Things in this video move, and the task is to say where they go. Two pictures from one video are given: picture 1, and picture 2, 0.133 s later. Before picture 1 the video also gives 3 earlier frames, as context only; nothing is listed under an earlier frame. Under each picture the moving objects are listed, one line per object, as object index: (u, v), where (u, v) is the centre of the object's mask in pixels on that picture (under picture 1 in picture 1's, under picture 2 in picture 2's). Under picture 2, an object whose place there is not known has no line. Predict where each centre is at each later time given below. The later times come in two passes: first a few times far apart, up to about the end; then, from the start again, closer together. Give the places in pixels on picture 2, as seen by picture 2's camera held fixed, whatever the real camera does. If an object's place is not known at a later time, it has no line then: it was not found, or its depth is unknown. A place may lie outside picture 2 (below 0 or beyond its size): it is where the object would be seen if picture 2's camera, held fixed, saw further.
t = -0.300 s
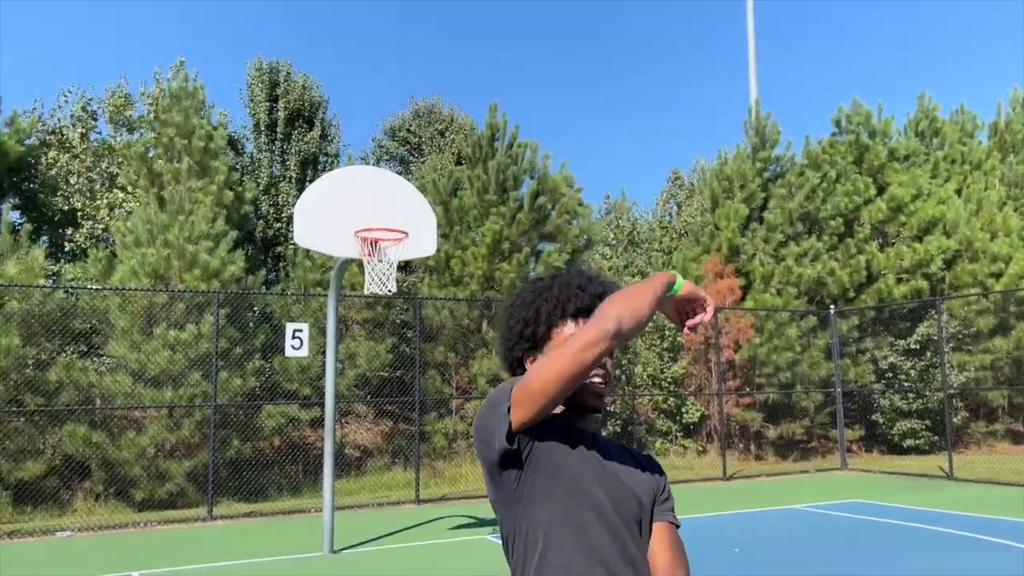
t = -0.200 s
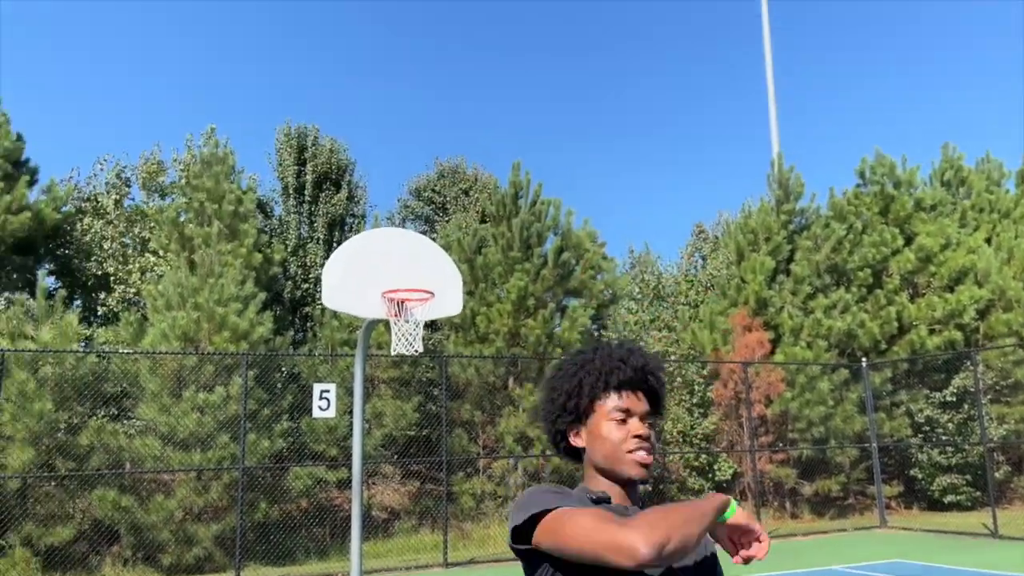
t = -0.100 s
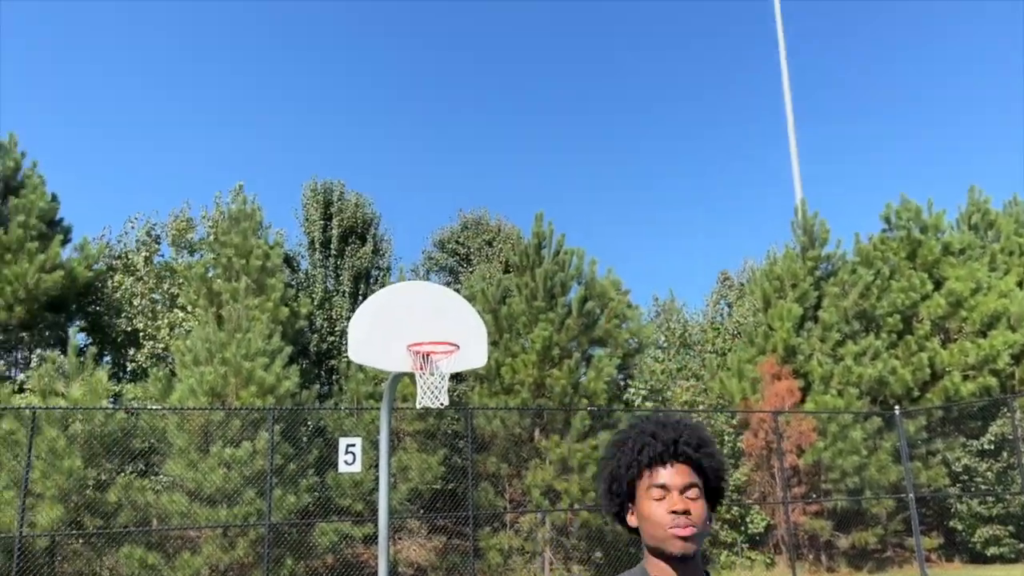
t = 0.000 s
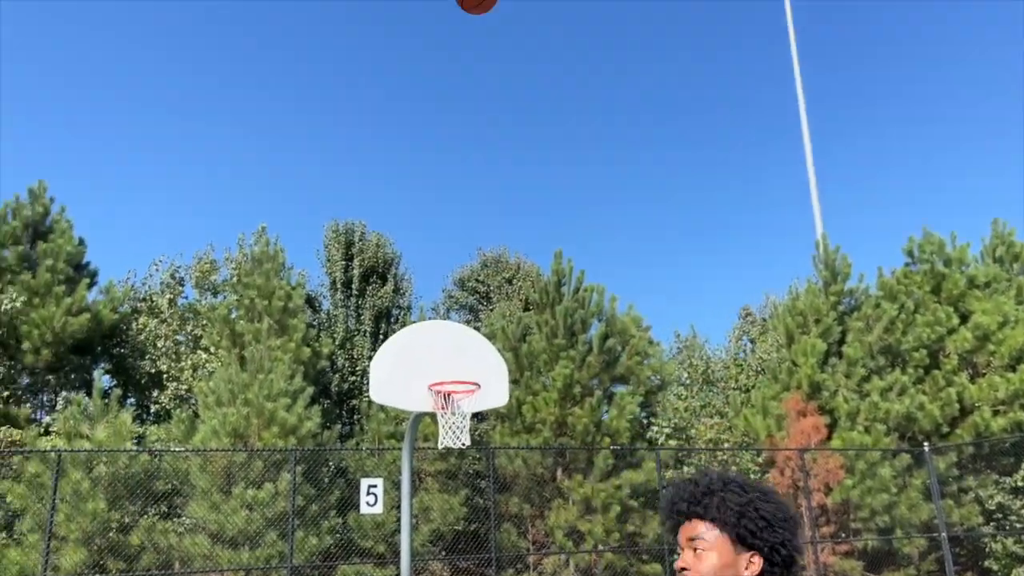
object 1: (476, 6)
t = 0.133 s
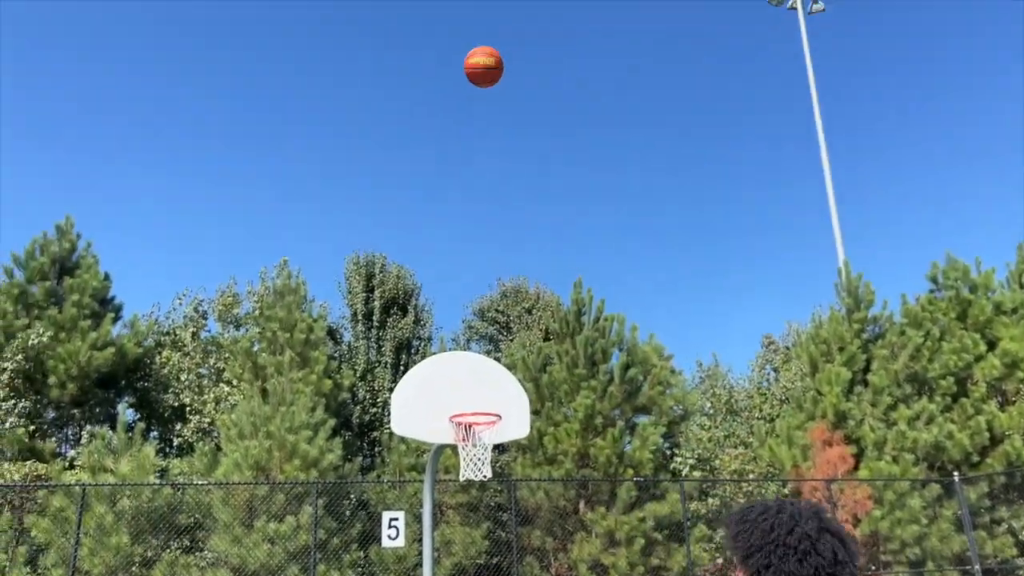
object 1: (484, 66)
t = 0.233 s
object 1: (477, 106)
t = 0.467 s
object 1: (465, 218)
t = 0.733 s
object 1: (458, 386)
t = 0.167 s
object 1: (481, 79)
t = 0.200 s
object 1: (479, 92)
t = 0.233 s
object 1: (477, 106)
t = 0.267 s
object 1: (475, 120)
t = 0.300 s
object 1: (473, 135)
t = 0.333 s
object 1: (471, 150)
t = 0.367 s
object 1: (469, 166)
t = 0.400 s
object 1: (467, 183)
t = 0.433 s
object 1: (466, 200)
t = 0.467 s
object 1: (465, 218)
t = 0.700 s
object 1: (458, 363)
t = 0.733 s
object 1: (458, 386)
